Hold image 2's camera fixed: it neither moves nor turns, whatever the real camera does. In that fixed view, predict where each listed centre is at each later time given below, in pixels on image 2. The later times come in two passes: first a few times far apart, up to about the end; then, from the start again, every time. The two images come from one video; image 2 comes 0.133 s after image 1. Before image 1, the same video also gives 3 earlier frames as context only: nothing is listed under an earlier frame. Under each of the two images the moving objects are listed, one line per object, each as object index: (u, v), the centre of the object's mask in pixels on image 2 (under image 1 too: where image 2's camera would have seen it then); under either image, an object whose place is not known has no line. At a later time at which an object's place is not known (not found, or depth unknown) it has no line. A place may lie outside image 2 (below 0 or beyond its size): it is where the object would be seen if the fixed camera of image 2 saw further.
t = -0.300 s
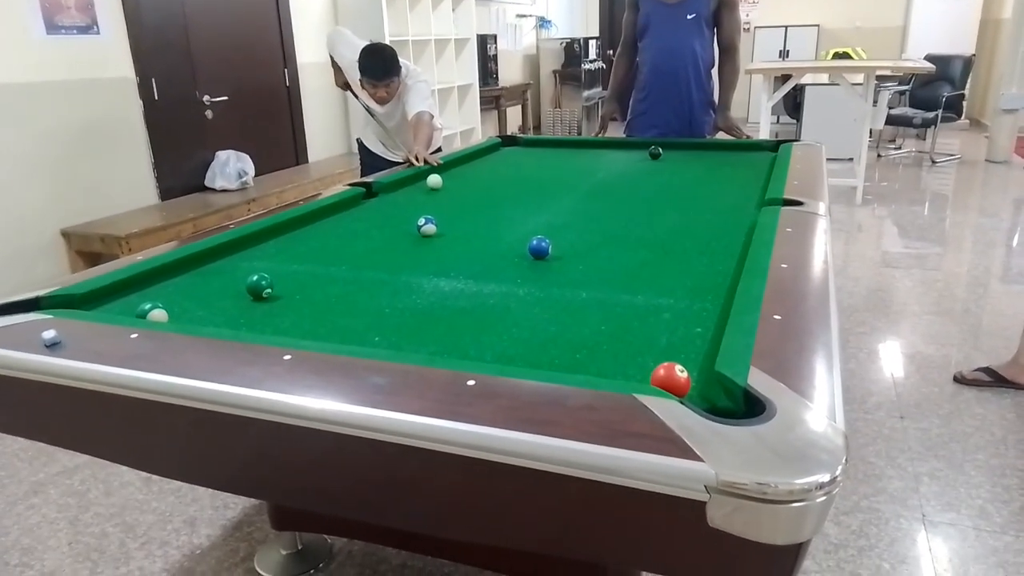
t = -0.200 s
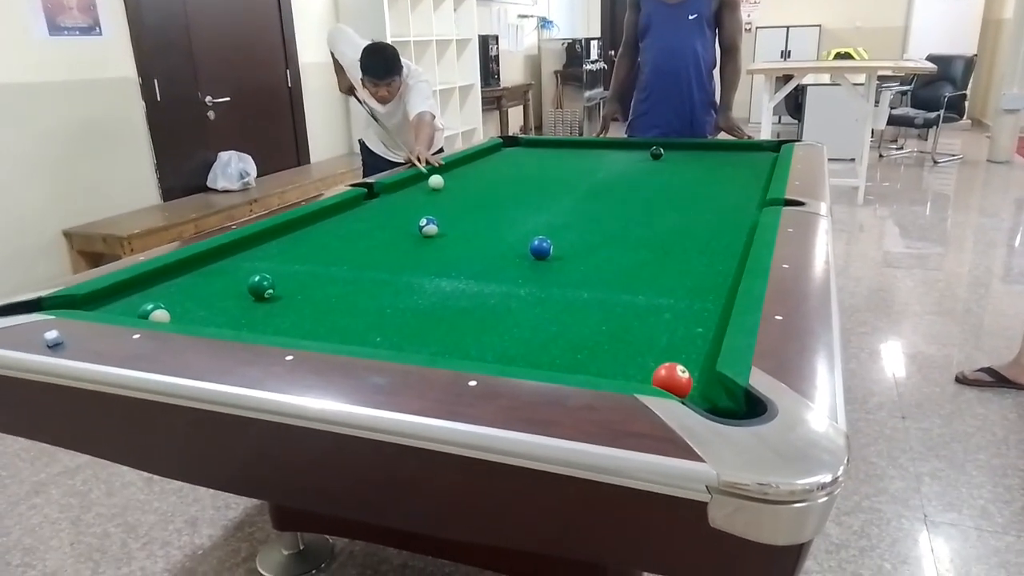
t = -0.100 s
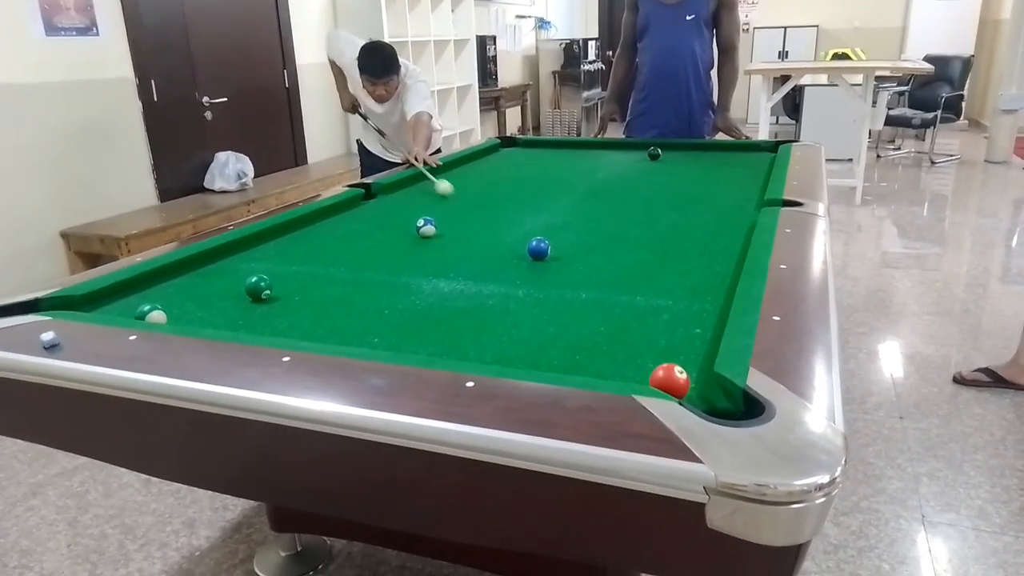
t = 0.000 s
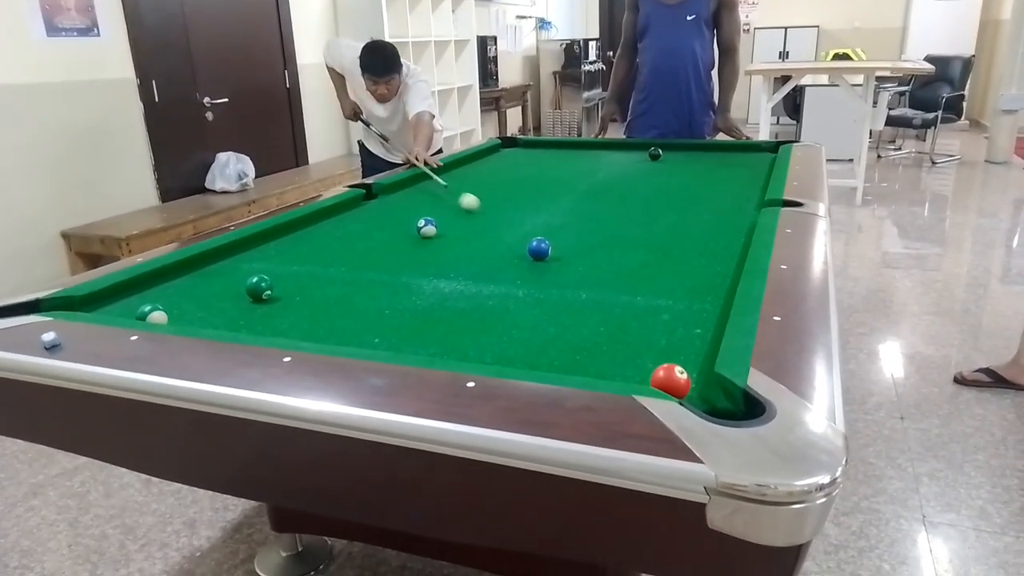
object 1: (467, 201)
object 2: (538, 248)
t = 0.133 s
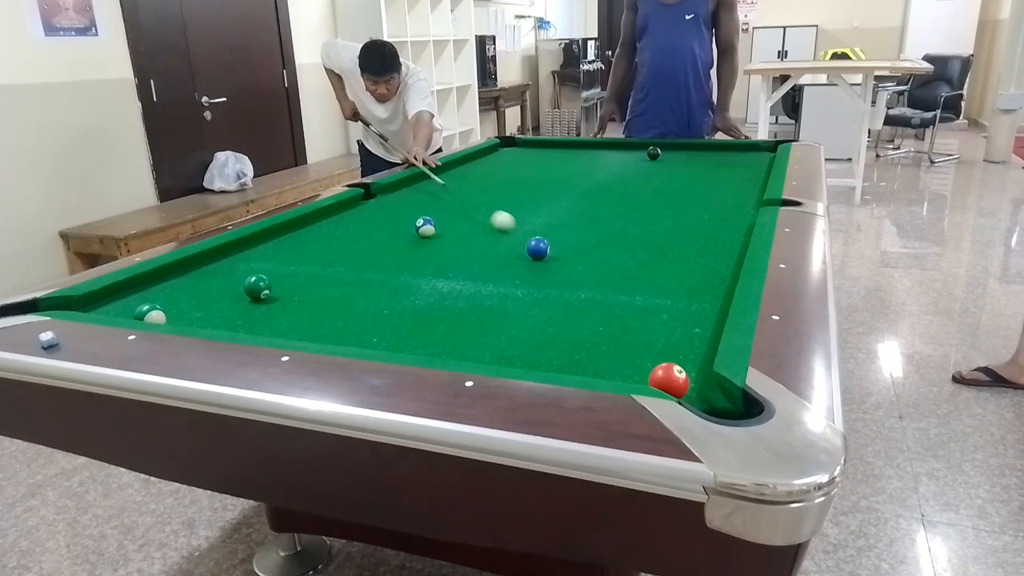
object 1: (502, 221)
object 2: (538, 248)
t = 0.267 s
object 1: (546, 239)
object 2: (537, 251)
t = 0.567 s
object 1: (665, 254)
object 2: (524, 302)
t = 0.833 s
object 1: (696, 261)
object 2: (512, 357)
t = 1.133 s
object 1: (615, 256)
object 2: (571, 333)
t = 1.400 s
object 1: (551, 252)
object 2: (614, 310)
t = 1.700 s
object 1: (488, 247)
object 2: (654, 288)
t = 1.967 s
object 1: (438, 244)
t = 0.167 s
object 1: (512, 226)
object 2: (538, 248)
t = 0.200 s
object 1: (521, 231)
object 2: (537, 249)
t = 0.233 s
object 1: (530, 234)
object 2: (538, 248)
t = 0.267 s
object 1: (546, 239)
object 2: (537, 251)
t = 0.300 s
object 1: (557, 242)
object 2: (536, 256)
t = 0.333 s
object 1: (569, 243)
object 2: (534, 261)
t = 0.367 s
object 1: (582, 244)
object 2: (533, 267)
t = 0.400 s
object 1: (596, 245)
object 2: (531, 273)
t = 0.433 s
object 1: (609, 247)
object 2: (530, 279)
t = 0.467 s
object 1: (622, 249)
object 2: (528, 285)
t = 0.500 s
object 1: (636, 251)
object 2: (527, 290)
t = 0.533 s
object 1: (651, 252)
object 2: (526, 296)
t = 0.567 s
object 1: (665, 254)
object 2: (524, 302)
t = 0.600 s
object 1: (680, 256)
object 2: (522, 308)
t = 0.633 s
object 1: (694, 258)
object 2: (522, 316)
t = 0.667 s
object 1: (709, 261)
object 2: (520, 322)
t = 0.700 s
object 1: (725, 262)
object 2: (519, 330)
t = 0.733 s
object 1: (726, 263)
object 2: (517, 339)
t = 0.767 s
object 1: (715, 263)
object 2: (514, 346)
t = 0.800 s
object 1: (705, 262)
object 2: (513, 352)
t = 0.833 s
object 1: (696, 261)
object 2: (512, 357)
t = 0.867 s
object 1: (686, 261)
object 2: (516, 358)
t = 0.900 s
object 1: (676, 260)
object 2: (523, 355)
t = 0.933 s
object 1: (667, 259)
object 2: (530, 353)
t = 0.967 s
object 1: (658, 259)
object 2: (537, 351)
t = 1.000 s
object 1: (649, 258)
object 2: (545, 347)
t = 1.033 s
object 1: (640, 257)
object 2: (551, 343)
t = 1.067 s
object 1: (631, 257)
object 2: (558, 340)
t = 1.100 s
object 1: (623, 256)
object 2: (564, 336)
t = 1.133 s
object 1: (615, 256)
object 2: (571, 333)
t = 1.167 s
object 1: (606, 255)
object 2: (577, 330)
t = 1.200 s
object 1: (598, 255)
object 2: (582, 326)
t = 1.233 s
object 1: (590, 254)
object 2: (587, 324)
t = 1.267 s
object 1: (582, 254)
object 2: (593, 321)
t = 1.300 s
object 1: (574, 253)
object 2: (598, 318)
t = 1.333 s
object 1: (566, 253)
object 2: (604, 315)
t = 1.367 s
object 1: (559, 252)
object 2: (609, 312)
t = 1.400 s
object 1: (551, 252)
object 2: (614, 310)
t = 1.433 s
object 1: (544, 251)
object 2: (619, 307)
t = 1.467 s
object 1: (537, 251)
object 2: (623, 305)
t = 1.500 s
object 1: (529, 250)
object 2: (628, 302)
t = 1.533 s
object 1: (522, 250)
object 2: (632, 300)
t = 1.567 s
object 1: (515, 249)
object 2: (636, 297)
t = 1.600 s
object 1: (508, 249)
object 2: (641, 295)
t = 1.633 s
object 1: (501, 248)
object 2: (645, 292)
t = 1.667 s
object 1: (495, 248)
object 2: (649, 290)
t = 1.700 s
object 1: (488, 247)
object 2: (654, 288)
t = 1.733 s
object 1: (481, 247)
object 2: (658, 286)
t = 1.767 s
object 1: (475, 247)
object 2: (661, 284)
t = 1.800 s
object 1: (468, 246)
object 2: (665, 282)
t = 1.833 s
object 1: (462, 246)
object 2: (669, 279)
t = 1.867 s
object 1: (456, 245)
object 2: (672, 277)
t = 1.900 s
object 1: (450, 245)
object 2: (676, 275)
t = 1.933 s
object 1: (443, 244)
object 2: (679, 273)
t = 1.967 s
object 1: (438, 244)
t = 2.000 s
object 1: (431, 243)
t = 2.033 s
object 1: (426, 243)
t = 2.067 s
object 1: (420, 242)
